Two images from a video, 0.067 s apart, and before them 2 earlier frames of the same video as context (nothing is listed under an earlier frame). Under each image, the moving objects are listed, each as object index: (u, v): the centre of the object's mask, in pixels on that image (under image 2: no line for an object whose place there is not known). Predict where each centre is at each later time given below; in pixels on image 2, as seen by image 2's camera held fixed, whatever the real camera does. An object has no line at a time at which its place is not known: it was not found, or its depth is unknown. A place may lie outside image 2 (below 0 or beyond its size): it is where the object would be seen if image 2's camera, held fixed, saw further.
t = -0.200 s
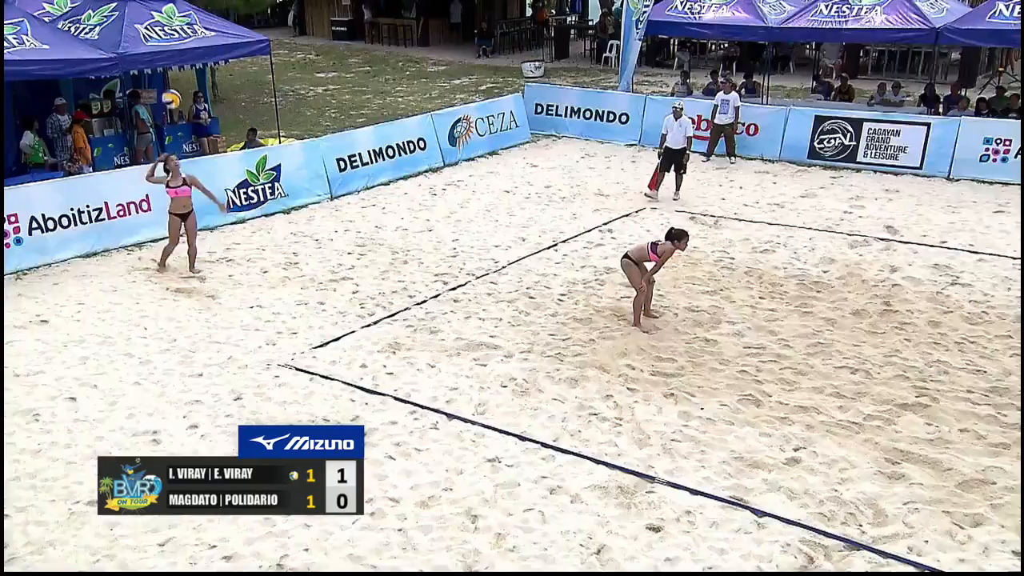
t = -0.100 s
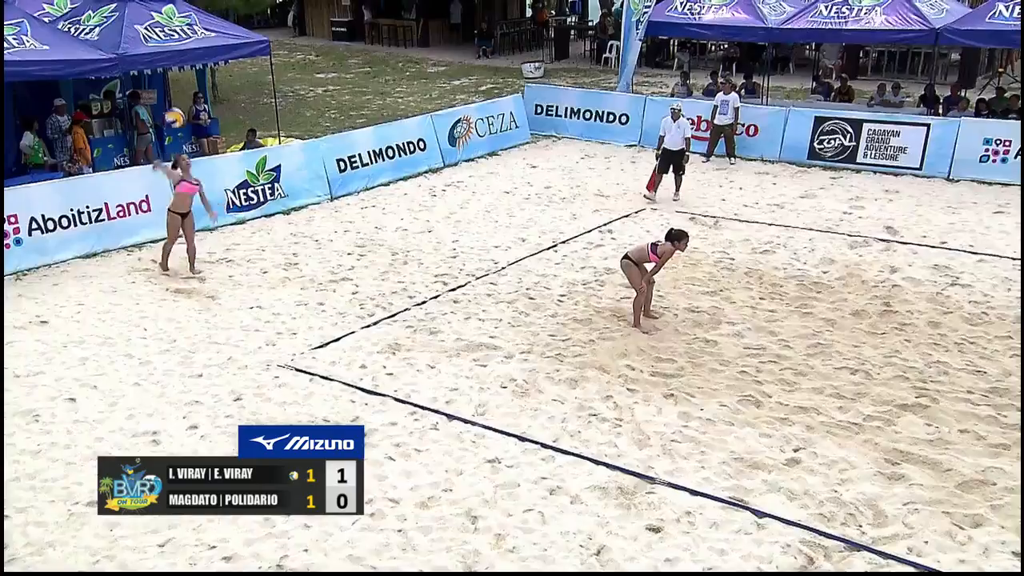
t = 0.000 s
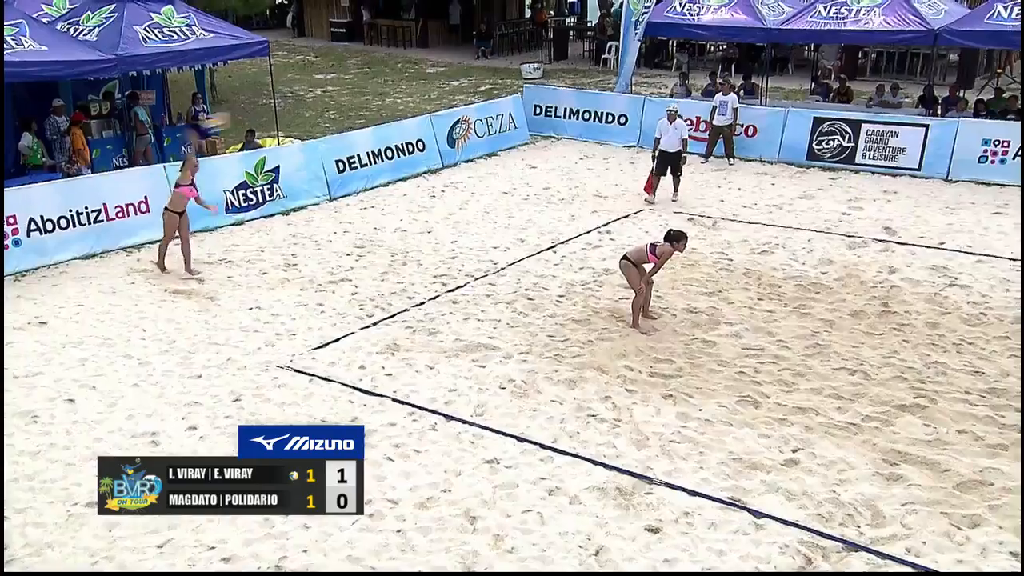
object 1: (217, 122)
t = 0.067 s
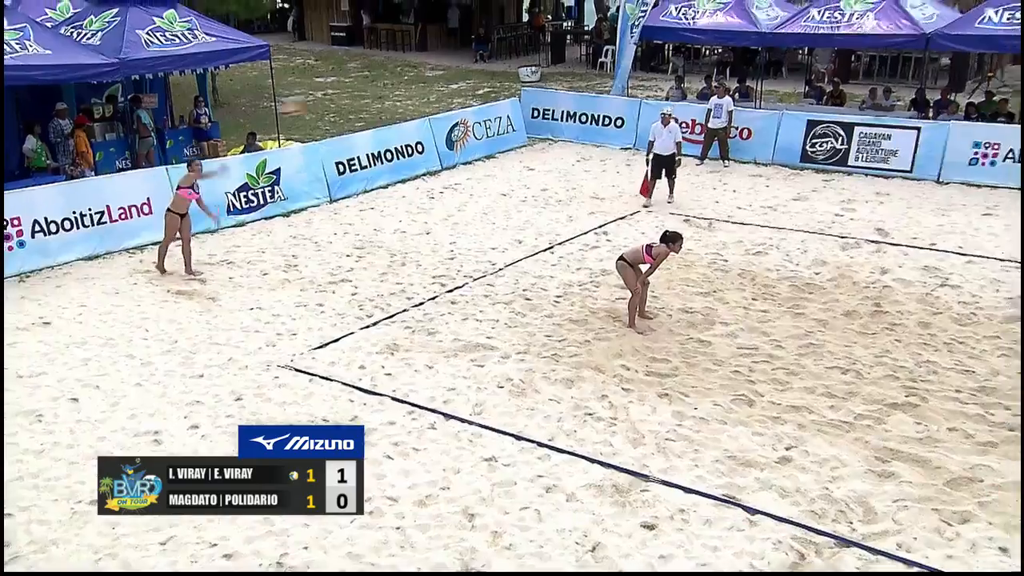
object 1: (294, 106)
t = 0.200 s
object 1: (442, 72)
